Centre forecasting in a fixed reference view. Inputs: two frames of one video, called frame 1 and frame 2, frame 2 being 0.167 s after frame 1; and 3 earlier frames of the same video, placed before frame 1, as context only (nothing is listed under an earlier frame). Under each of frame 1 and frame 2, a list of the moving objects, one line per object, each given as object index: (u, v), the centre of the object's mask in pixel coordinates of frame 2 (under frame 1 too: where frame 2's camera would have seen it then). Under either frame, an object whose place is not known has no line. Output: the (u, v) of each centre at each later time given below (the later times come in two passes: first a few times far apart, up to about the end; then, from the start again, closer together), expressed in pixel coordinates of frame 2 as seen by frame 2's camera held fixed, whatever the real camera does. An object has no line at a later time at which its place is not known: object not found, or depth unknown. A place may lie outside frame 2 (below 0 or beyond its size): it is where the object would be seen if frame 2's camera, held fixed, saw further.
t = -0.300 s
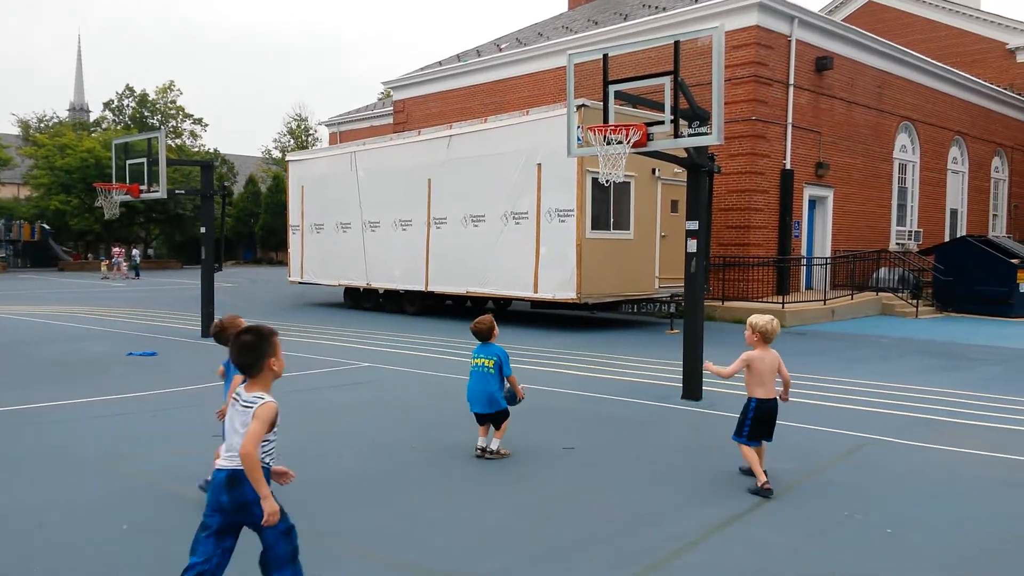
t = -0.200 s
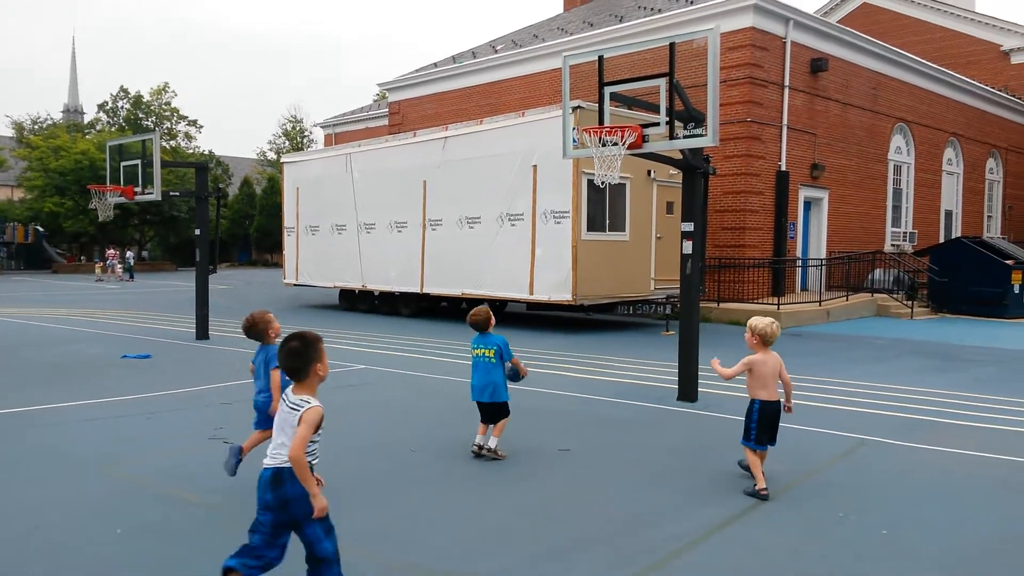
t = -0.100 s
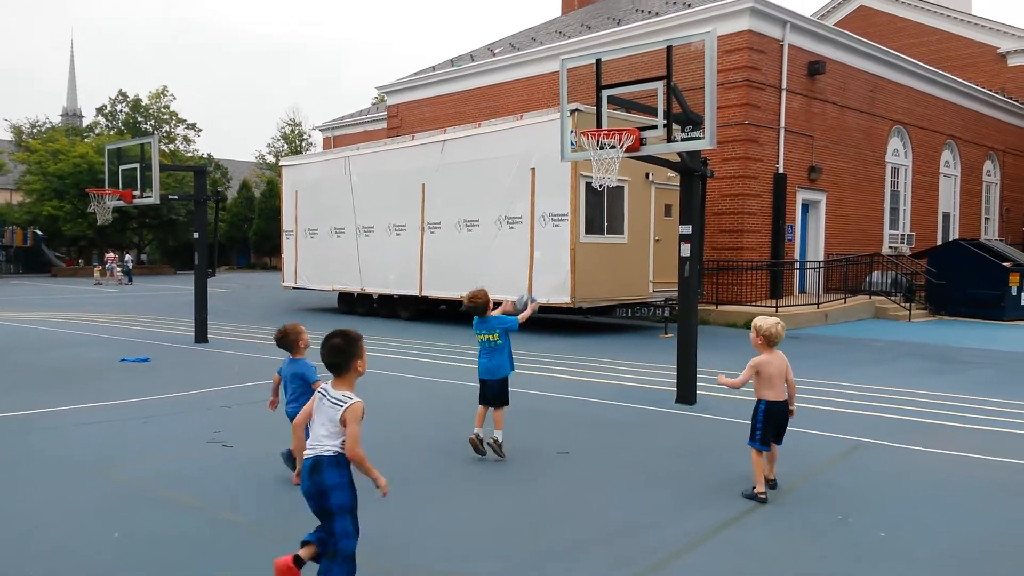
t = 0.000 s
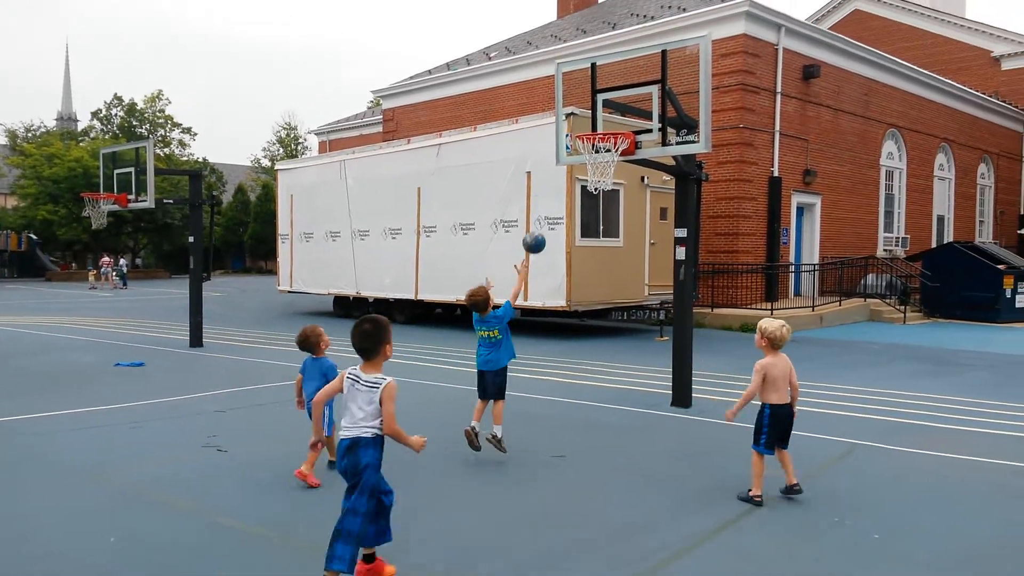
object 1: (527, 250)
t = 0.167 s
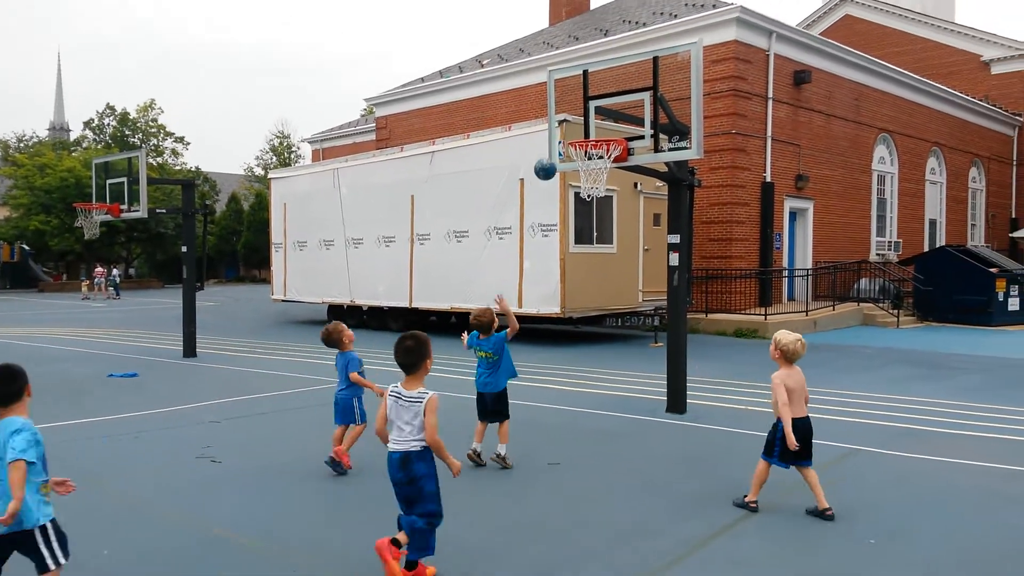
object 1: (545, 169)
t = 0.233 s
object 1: (552, 148)
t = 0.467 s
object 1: (574, 116)
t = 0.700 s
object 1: (592, 128)
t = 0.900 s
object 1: (604, 159)
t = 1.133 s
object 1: (606, 202)
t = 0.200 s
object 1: (548, 158)
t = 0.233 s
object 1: (552, 148)
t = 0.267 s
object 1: (555, 139)
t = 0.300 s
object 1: (558, 131)
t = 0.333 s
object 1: (562, 125)
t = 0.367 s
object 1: (565, 121)
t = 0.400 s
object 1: (568, 118)
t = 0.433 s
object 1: (570, 116)
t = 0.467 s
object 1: (574, 116)
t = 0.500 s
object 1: (577, 117)
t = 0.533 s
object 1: (580, 119)
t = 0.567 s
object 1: (583, 123)
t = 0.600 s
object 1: (586, 128)
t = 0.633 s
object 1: (588, 129)
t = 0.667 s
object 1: (590, 128)
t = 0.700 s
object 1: (592, 128)
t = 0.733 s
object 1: (594, 130)
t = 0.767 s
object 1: (596, 132)
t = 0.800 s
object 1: (599, 134)
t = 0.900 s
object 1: (604, 159)
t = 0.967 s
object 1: (608, 172)
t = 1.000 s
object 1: (610, 177)
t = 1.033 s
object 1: (609, 180)
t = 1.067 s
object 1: (607, 188)
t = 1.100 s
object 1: (609, 194)
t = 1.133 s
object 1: (606, 202)
